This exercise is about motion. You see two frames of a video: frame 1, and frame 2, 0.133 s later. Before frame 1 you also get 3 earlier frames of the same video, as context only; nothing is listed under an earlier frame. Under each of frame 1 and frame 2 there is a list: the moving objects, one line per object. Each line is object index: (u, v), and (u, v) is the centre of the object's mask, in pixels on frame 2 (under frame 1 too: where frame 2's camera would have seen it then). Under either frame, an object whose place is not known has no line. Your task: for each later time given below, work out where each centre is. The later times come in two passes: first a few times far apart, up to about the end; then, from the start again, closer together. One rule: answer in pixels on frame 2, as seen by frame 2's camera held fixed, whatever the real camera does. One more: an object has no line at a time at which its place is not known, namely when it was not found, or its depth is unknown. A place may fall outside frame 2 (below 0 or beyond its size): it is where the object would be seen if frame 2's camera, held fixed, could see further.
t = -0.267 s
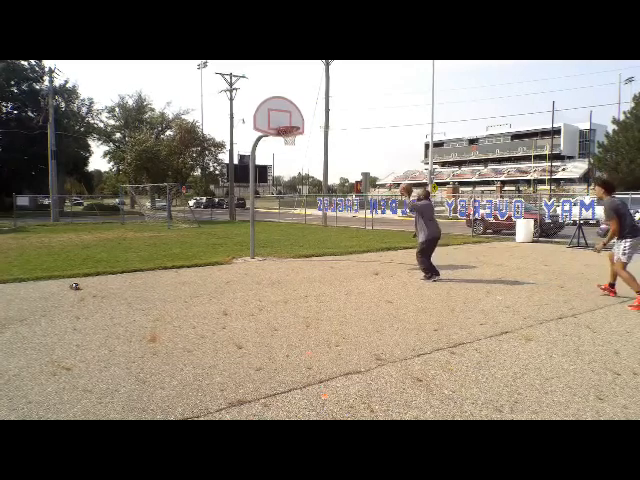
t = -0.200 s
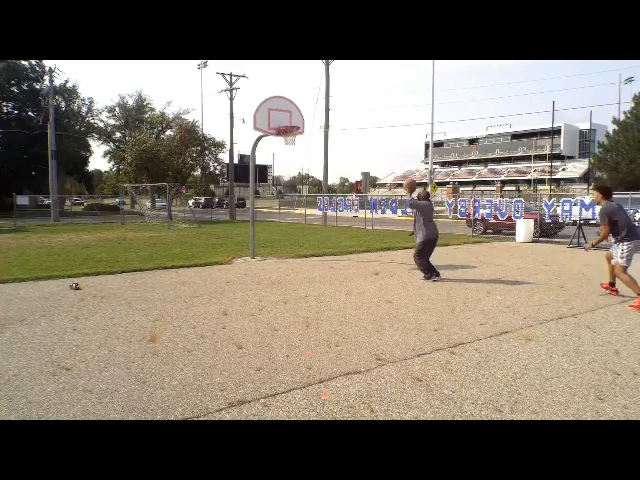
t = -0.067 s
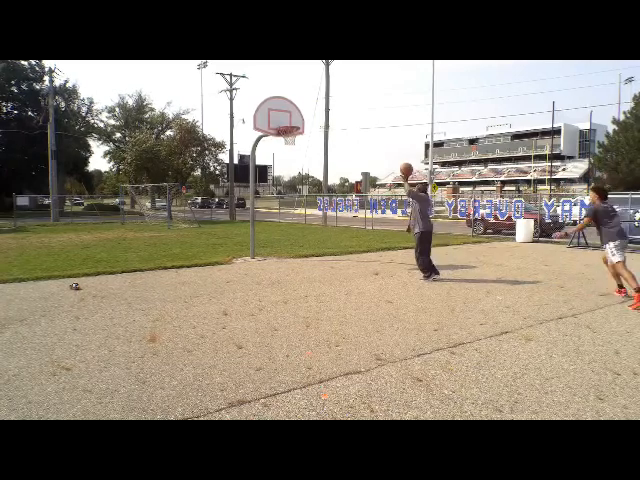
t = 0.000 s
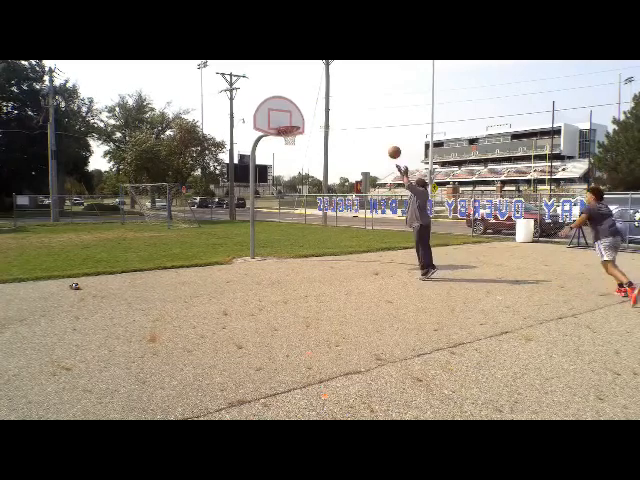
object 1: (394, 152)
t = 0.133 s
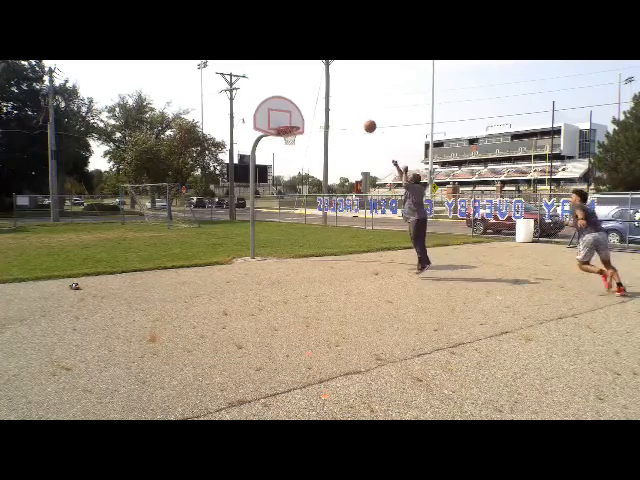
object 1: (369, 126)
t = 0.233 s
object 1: (352, 113)
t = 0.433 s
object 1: (321, 105)
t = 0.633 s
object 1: (293, 116)
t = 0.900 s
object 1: (308, 111)
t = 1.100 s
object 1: (336, 114)
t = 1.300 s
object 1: (366, 136)
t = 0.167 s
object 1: (364, 121)
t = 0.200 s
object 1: (358, 117)
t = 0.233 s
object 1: (352, 113)
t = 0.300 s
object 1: (342, 108)
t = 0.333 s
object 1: (336, 106)
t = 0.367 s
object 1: (332, 105)
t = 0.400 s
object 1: (326, 105)
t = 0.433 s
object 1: (321, 105)
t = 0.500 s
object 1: (311, 106)
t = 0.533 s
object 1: (306, 108)
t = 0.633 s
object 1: (293, 116)
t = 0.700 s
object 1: (285, 122)
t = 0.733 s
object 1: (285, 122)
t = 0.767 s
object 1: (290, 120)
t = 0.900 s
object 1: (308, 111)
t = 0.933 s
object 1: (312, 110)
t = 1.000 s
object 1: (323, 110)
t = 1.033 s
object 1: (327, 111)
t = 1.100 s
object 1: (336, 114)
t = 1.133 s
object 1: (341, 116)
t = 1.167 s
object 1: (346, 119)
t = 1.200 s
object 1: (351, 122)
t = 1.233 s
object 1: (356, 126)
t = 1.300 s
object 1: (366, 136)
